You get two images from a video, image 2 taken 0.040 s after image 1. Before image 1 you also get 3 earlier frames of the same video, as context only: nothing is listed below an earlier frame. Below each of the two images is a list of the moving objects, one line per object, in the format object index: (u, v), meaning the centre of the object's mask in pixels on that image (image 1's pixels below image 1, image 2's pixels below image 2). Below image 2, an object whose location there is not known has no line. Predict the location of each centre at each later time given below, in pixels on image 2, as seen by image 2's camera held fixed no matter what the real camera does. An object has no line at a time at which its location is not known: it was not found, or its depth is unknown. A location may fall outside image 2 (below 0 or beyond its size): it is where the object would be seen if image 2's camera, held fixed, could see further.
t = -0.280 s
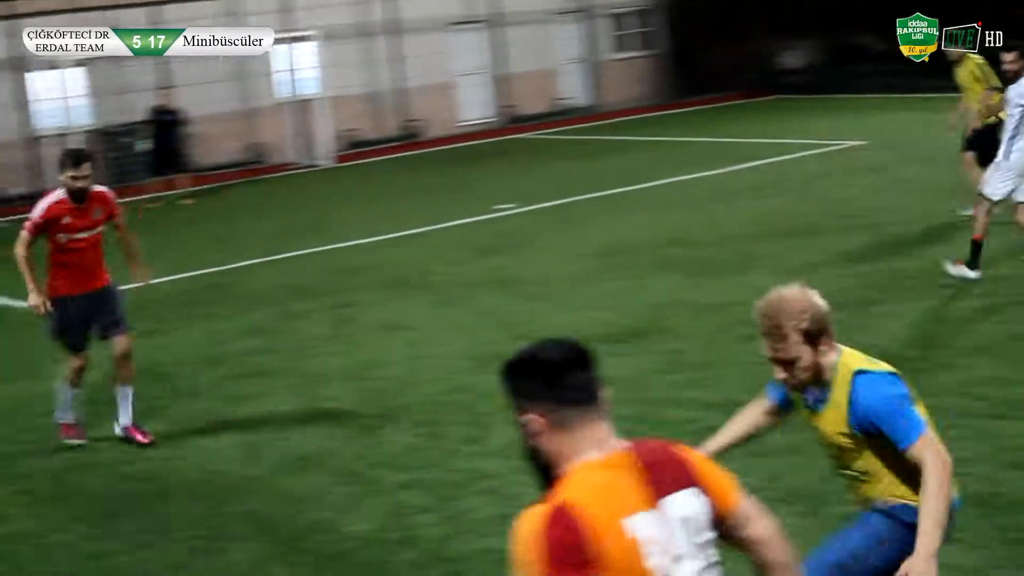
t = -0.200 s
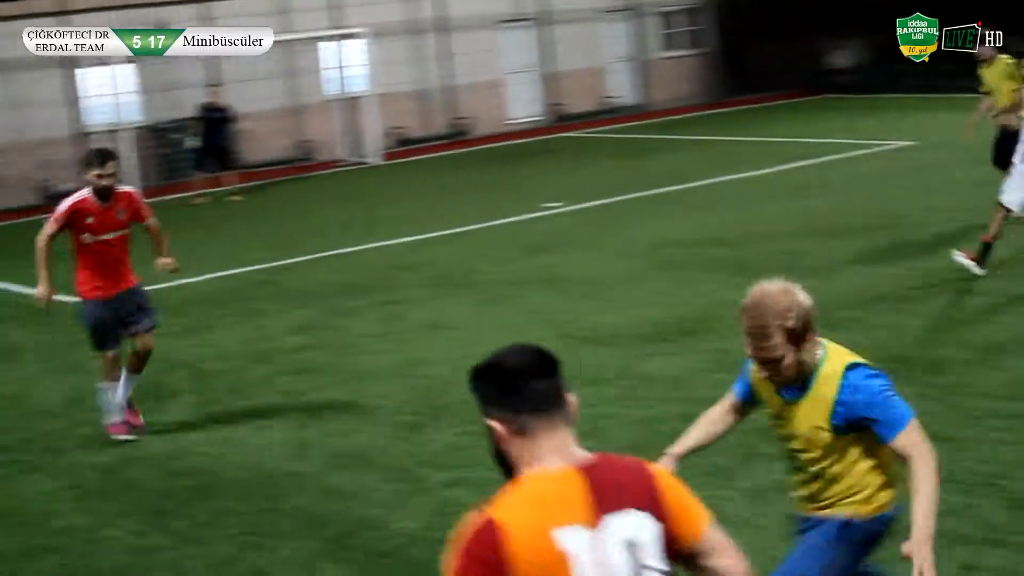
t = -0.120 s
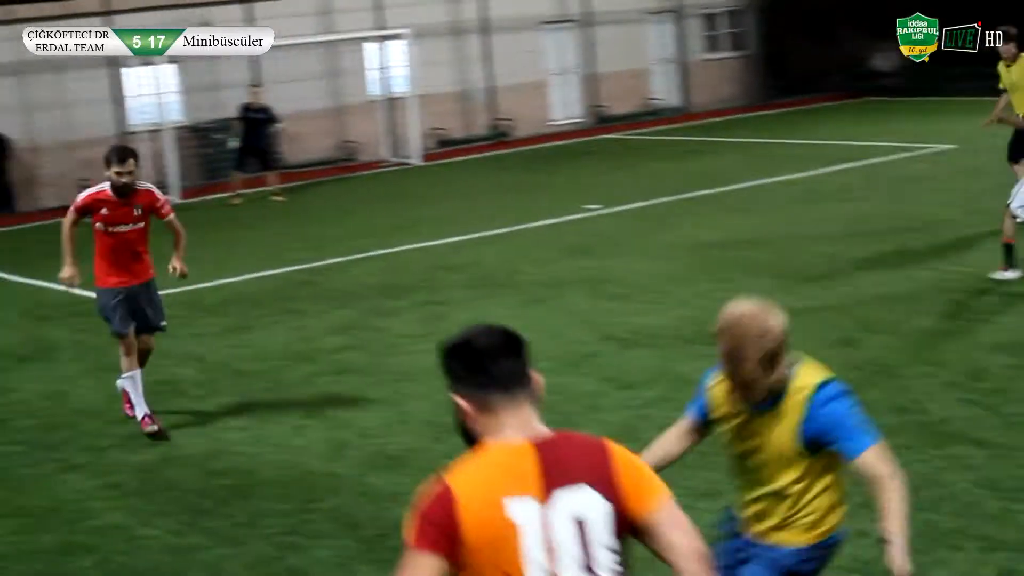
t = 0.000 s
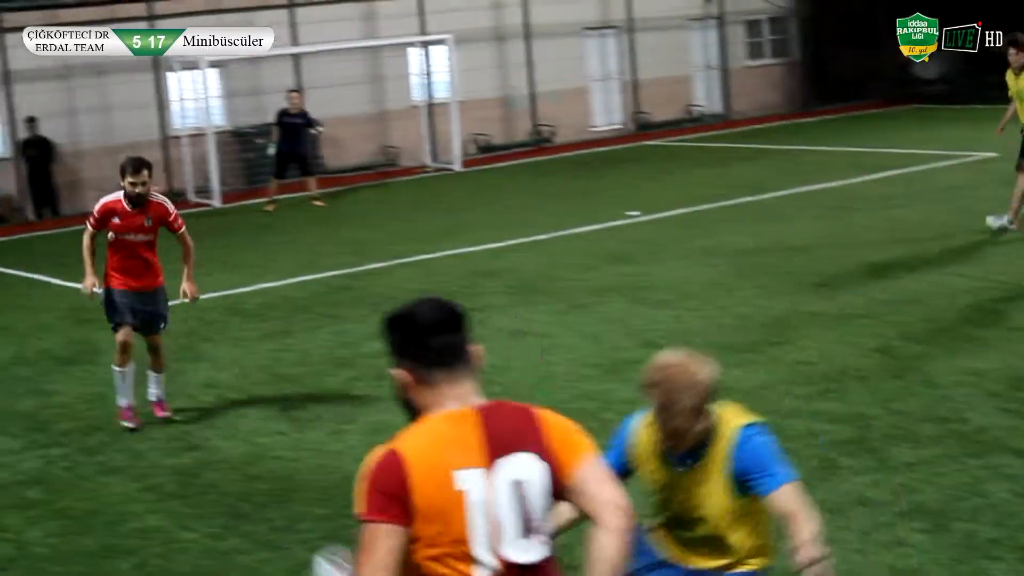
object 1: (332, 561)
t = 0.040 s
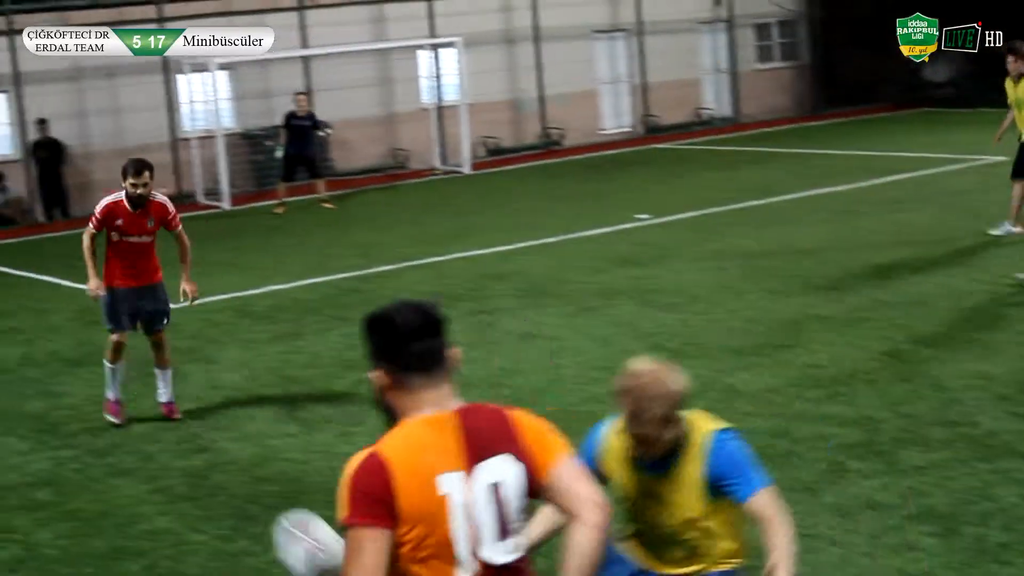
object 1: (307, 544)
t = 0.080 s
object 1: (262, 511)
